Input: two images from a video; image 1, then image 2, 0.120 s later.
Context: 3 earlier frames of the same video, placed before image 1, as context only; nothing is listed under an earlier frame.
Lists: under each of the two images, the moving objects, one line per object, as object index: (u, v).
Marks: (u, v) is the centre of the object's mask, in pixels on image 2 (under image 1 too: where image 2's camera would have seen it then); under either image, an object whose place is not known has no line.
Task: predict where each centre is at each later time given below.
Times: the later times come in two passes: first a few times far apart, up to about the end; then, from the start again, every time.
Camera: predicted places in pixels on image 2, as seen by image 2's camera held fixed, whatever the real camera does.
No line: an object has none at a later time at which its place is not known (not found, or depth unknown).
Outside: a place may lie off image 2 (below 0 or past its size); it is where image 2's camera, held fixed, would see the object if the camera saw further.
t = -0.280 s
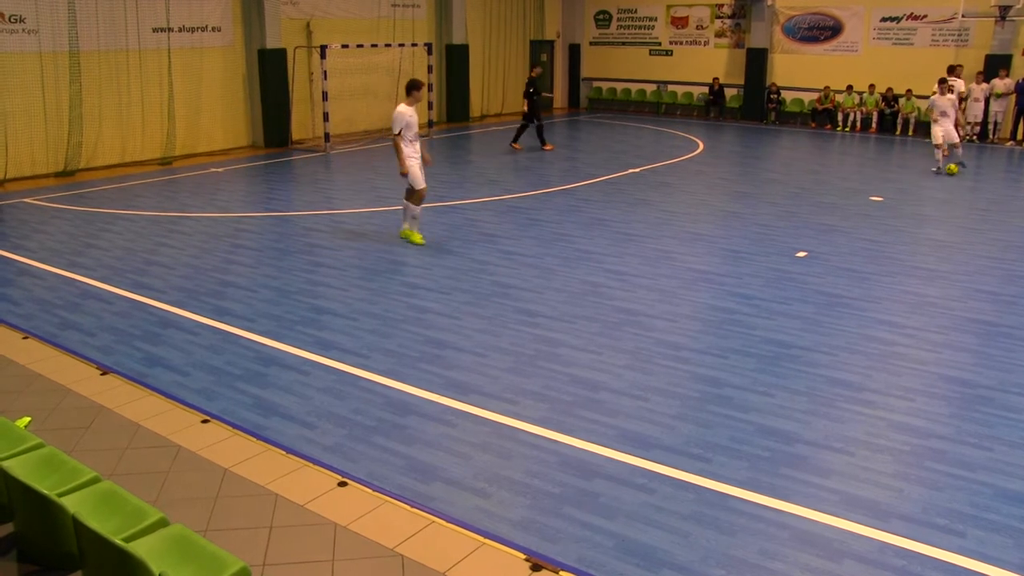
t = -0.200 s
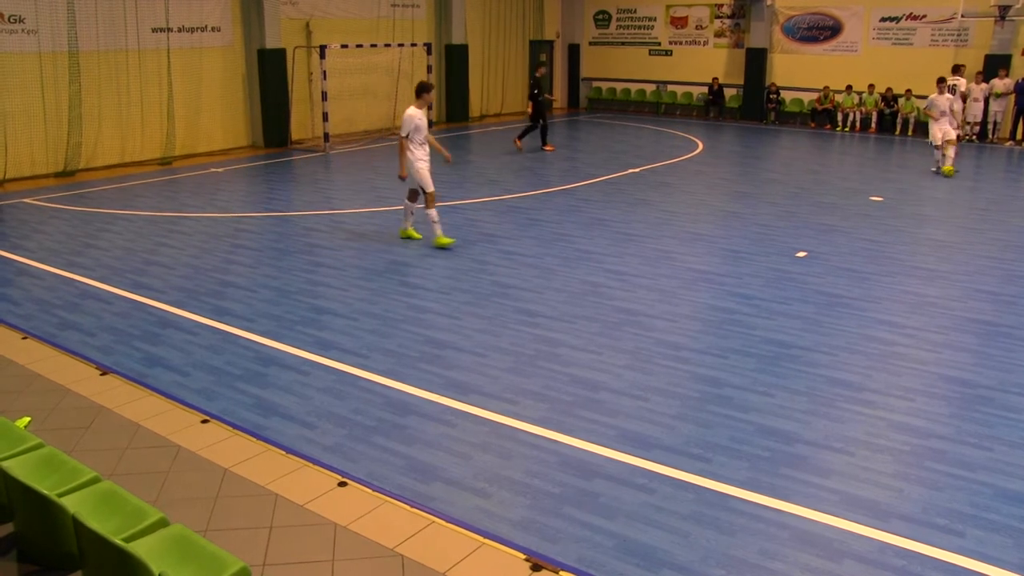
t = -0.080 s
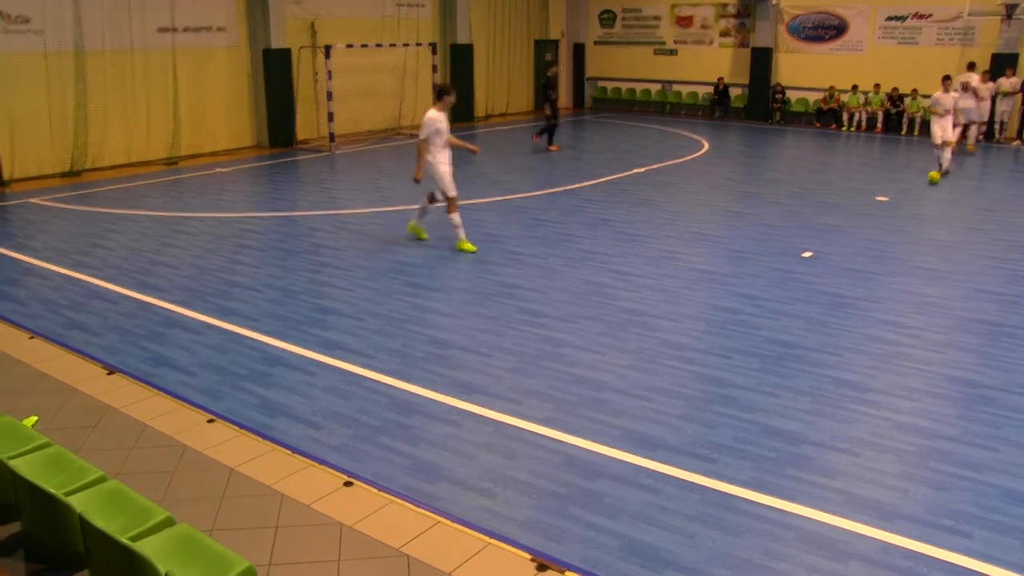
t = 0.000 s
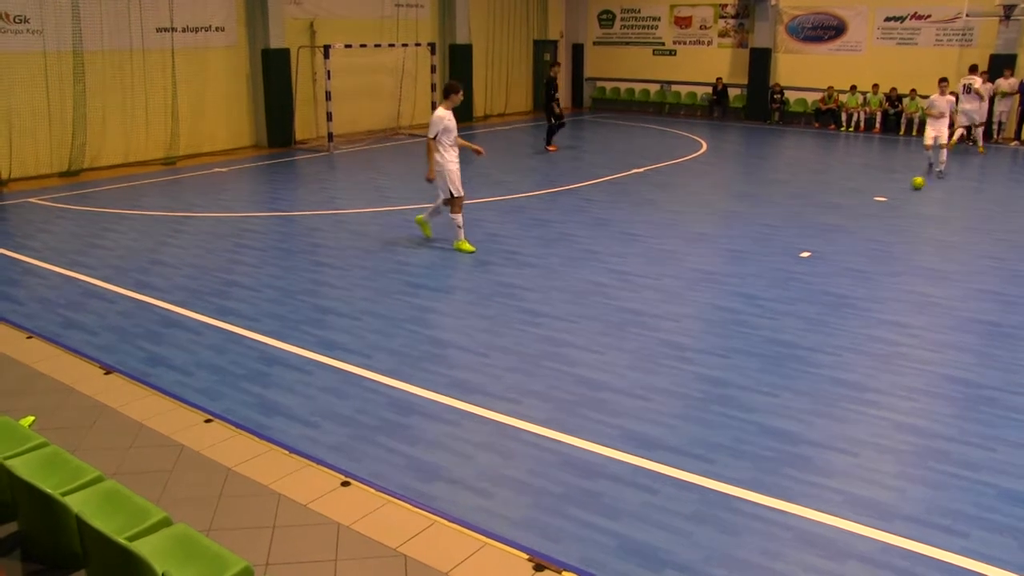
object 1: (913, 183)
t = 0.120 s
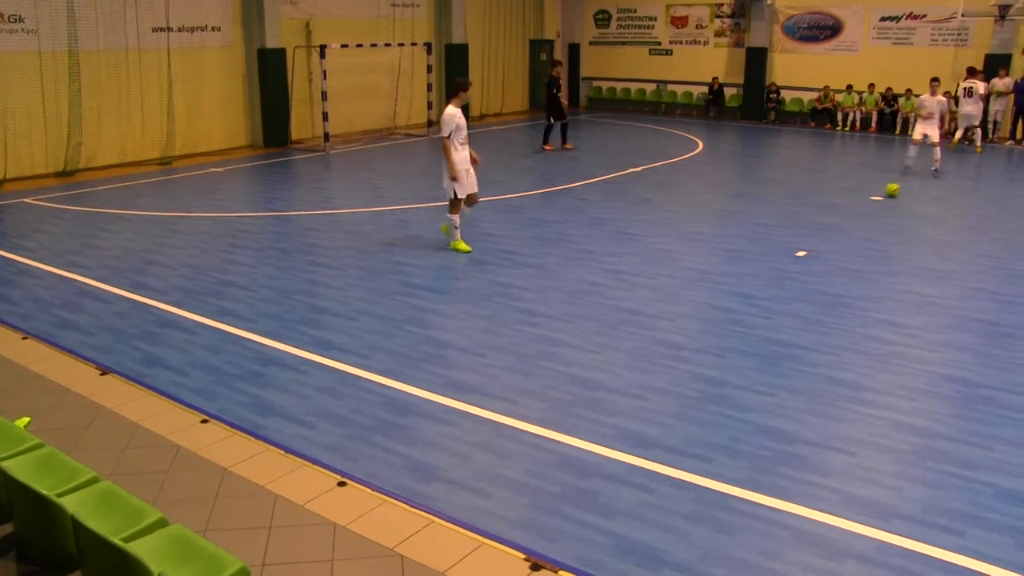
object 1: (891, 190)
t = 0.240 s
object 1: (870, 198)
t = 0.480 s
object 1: (826, 214)
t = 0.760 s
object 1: (766, 233)
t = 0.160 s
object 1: (883, 193)
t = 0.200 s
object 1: (877, 195)
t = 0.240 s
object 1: (870, 198)
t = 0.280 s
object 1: (863, 201)
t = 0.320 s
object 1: (856, 203)
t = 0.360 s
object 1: (848, 206)
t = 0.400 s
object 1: (840, 208)
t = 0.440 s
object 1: (834, 210)
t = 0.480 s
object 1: (826, 214)
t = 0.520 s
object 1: (818, 216)
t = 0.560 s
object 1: (810, 218)
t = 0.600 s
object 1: (801, 221)
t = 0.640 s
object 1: (793, 224)
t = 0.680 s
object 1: (784, 227)
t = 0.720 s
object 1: (775, 231)
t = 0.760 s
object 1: (766, 233)
